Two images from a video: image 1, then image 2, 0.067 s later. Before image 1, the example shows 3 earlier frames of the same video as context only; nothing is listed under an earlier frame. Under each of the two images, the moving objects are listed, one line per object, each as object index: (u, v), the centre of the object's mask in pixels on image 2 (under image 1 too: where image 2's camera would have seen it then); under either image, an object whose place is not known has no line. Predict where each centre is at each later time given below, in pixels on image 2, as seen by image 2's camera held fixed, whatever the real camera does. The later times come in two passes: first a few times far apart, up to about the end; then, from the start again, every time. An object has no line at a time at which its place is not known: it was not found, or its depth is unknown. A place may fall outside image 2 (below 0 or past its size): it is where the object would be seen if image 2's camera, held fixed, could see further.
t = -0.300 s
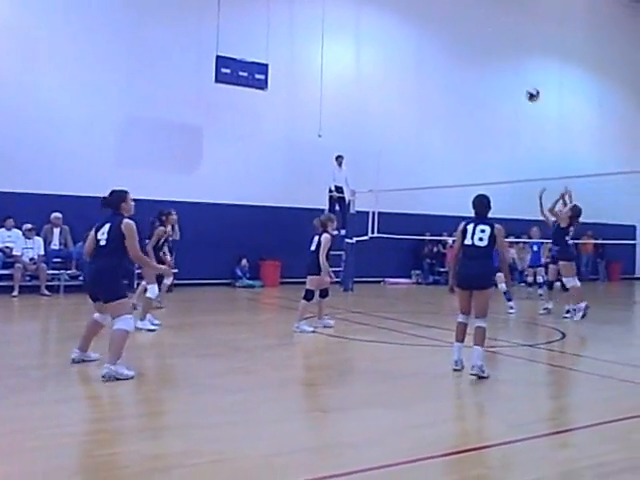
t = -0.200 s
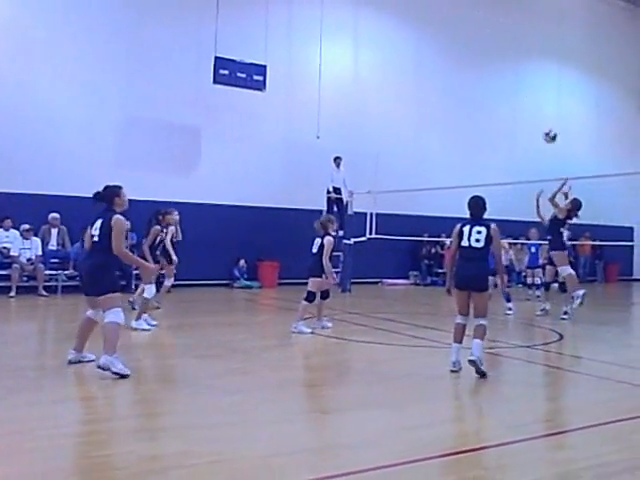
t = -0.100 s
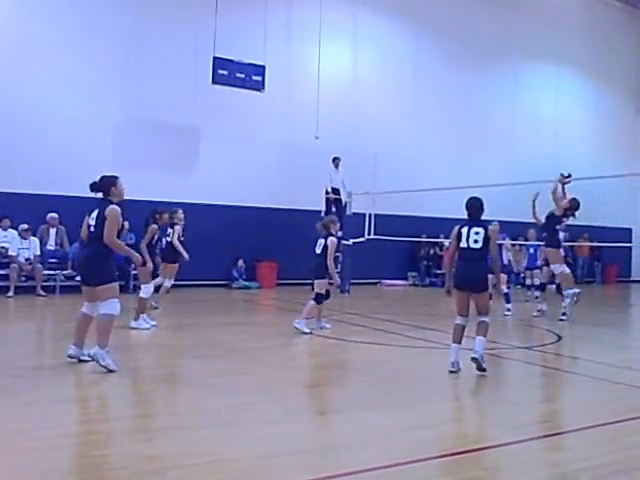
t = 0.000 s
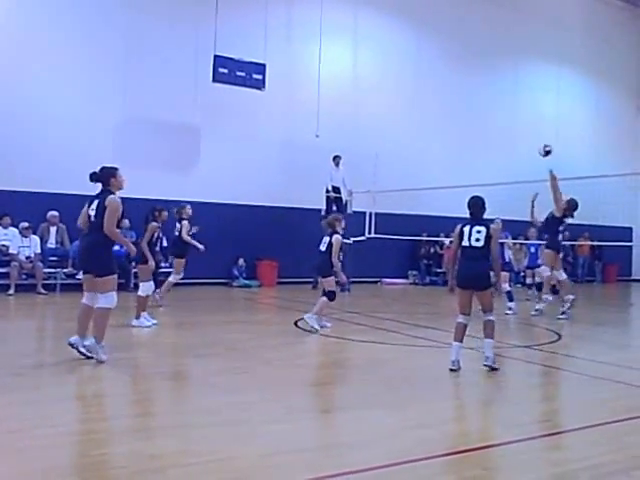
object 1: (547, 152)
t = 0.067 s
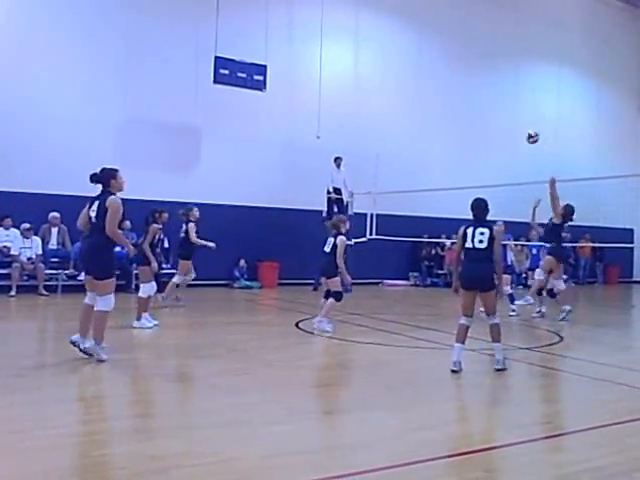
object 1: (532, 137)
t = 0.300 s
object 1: (486, 112)
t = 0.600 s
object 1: (433, 127)
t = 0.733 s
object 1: (411, 150)
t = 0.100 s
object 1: (525, 132)
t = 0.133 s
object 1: (518, 127)
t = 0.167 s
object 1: (511, 122)
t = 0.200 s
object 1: (506, 118)
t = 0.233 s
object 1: (499, 116)
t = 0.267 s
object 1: (493, 113)
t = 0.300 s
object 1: (486, 112)
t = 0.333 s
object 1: (481, 111)
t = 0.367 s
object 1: (474, 111)
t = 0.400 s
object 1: (468, 112)
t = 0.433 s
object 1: (462, 114)
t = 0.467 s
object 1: (456, 115)
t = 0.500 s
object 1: (450, 116)
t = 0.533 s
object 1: (445, 120)
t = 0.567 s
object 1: (439, 124)
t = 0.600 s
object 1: (433, 127)
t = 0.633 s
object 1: (428, 133)
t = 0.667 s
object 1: (423, 138)
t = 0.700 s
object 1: (416, 144)
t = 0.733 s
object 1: (411, 150)
